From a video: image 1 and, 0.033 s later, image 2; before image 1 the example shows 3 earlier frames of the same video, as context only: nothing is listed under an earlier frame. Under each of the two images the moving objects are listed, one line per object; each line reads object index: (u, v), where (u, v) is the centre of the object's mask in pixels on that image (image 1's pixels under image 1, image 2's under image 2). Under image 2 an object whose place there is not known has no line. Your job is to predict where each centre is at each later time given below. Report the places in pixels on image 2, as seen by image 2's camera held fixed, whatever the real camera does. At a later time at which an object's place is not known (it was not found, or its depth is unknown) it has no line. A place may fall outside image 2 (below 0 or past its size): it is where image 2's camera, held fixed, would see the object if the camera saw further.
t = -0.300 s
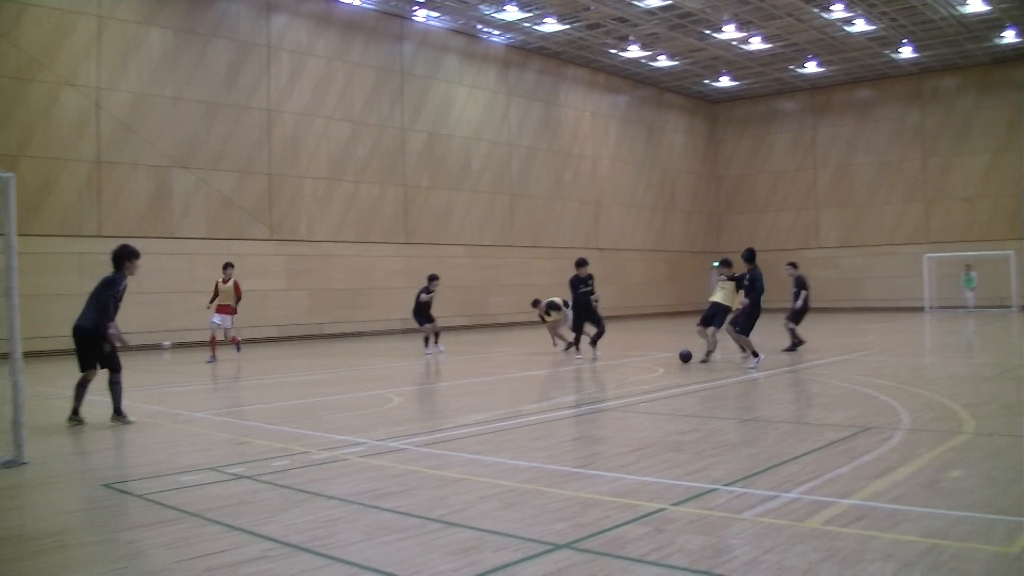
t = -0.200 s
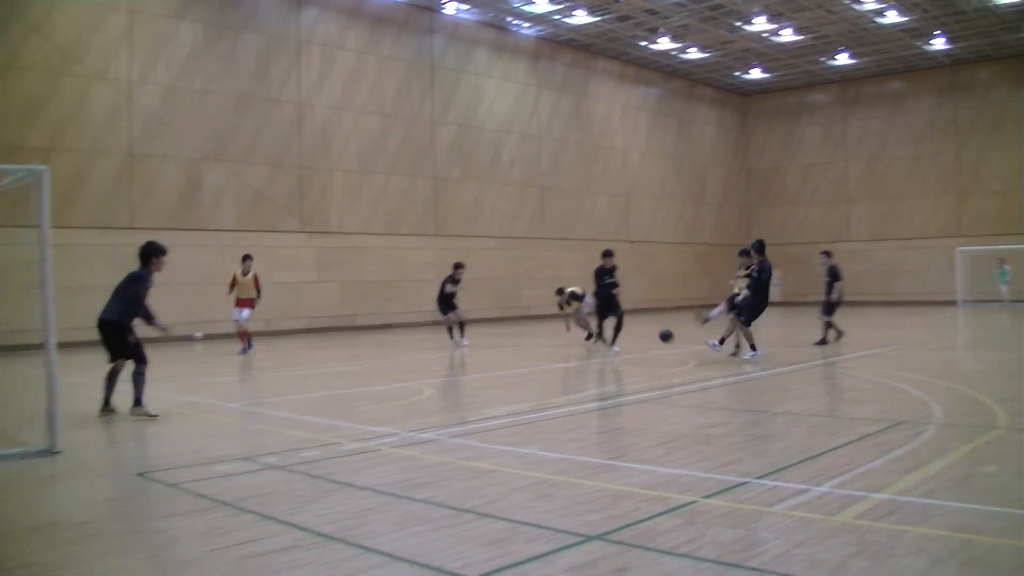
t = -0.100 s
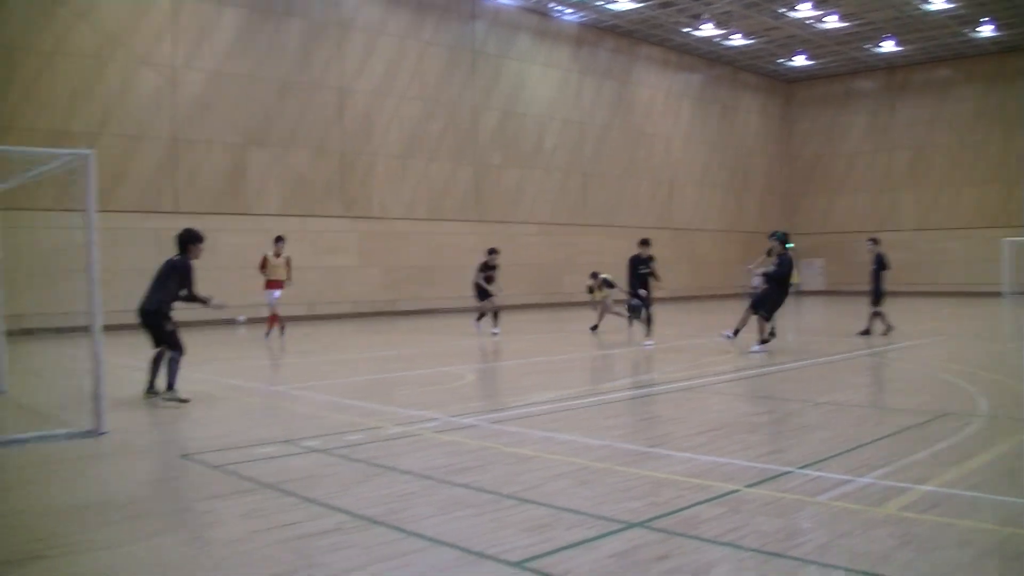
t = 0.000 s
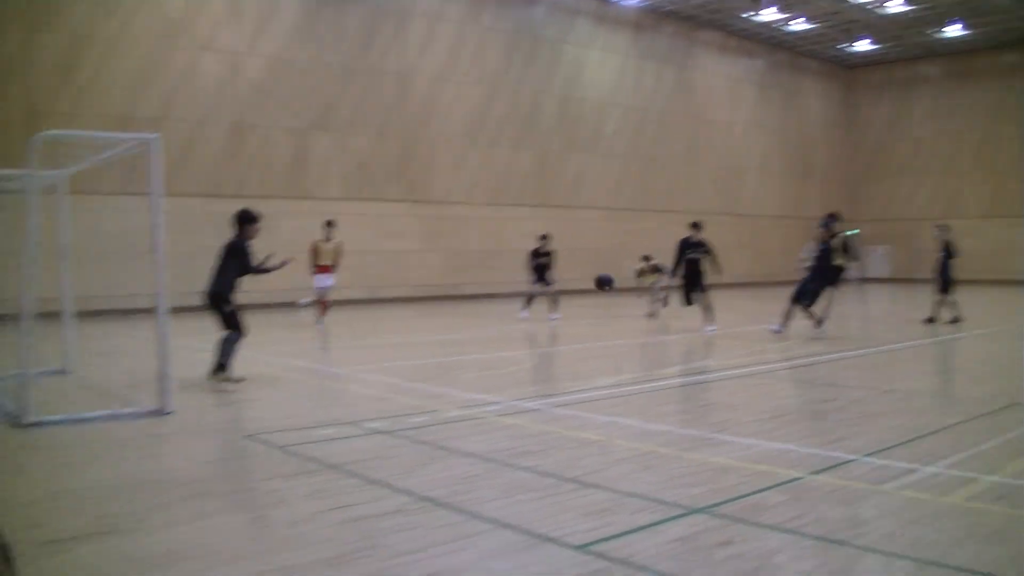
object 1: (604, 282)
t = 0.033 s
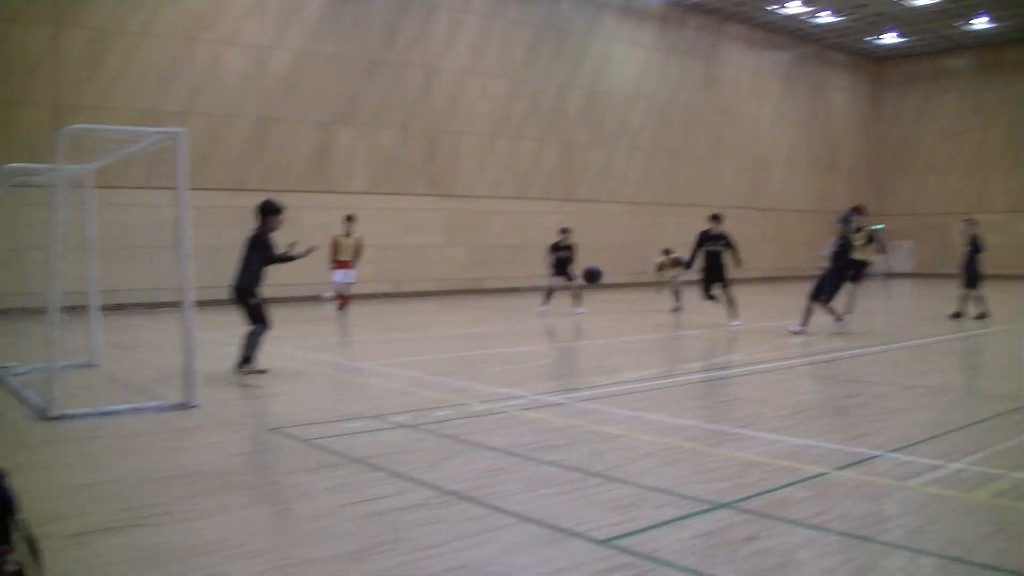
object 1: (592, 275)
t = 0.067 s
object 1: (560, 274)
